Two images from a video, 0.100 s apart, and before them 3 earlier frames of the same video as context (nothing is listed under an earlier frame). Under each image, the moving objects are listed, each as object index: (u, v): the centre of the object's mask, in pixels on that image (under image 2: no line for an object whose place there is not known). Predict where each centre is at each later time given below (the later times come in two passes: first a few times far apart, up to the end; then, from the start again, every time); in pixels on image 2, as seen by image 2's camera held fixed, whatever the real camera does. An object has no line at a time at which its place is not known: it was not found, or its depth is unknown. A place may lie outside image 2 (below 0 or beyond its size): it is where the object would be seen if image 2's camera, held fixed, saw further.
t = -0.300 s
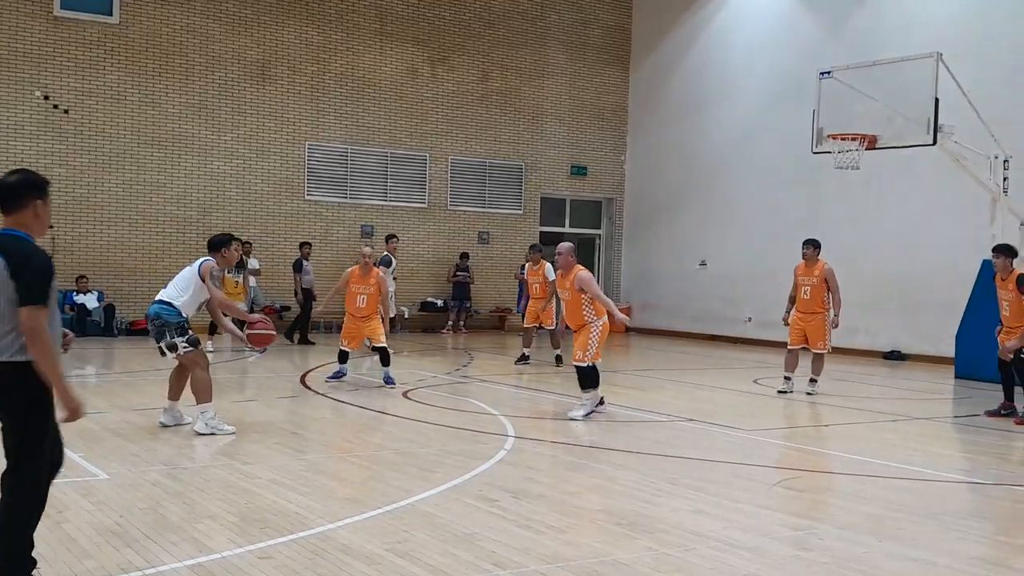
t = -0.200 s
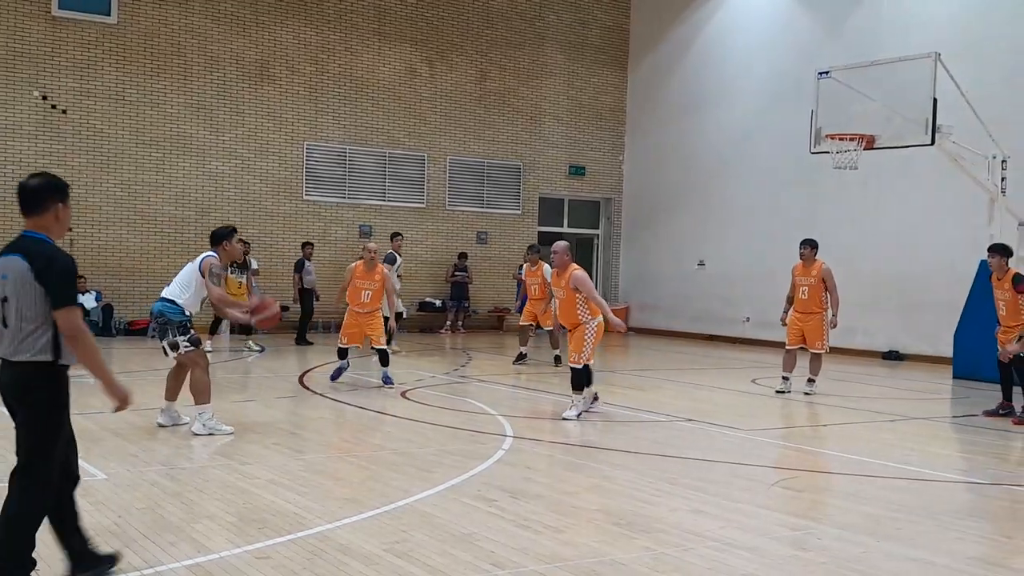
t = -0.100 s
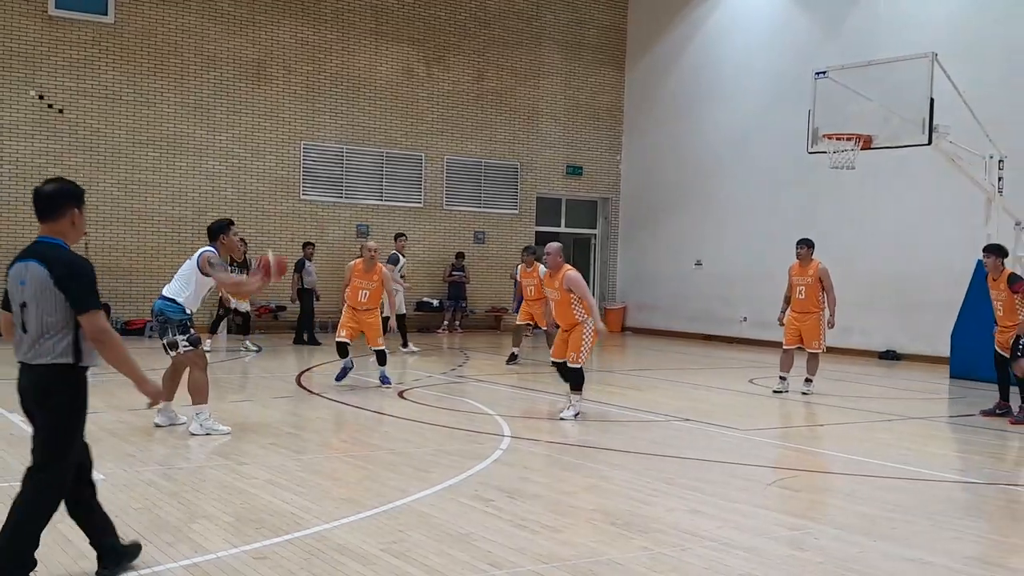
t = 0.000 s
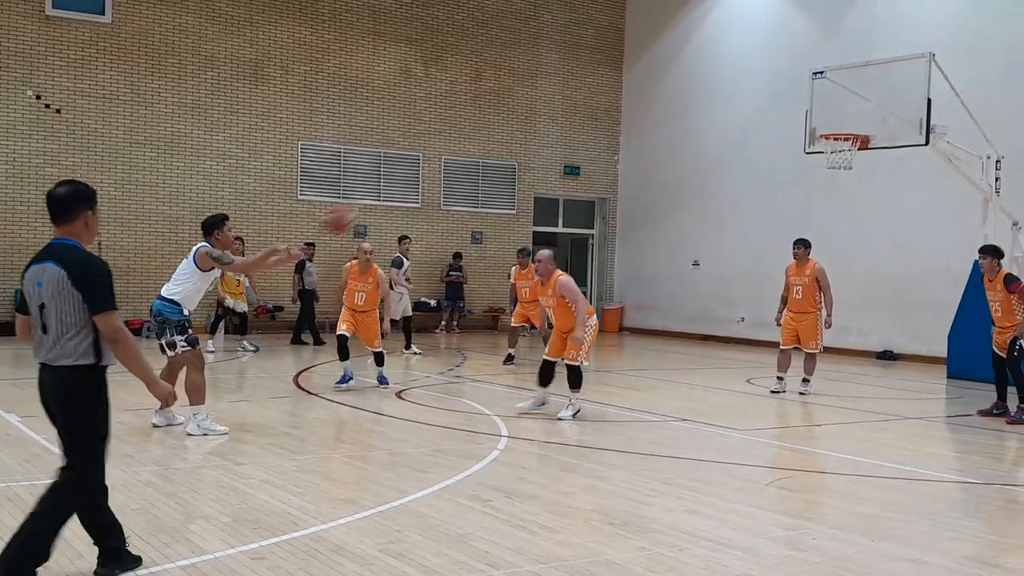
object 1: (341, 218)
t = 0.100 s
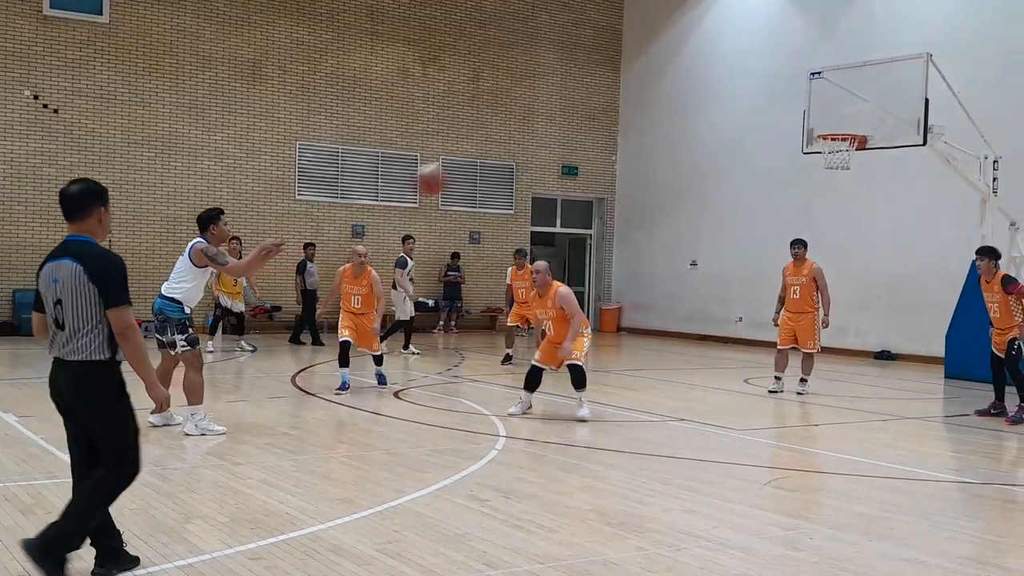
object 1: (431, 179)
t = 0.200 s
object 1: (525, 152)
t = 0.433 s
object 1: (757, 134)
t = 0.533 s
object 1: (866, 152)
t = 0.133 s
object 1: (460, 167)
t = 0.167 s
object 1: (492, 159)
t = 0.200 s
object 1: (525, 152)
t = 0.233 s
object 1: (558, 144)
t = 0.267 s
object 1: (590, 138)
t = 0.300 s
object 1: (624, 135)
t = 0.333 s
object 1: (656, 132)
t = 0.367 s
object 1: (691, 131)
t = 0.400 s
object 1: (723, 132)
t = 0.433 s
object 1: (757, 134)
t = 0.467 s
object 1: (793, 138)
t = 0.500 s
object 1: (829, 143)
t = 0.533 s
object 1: (866, 152)
